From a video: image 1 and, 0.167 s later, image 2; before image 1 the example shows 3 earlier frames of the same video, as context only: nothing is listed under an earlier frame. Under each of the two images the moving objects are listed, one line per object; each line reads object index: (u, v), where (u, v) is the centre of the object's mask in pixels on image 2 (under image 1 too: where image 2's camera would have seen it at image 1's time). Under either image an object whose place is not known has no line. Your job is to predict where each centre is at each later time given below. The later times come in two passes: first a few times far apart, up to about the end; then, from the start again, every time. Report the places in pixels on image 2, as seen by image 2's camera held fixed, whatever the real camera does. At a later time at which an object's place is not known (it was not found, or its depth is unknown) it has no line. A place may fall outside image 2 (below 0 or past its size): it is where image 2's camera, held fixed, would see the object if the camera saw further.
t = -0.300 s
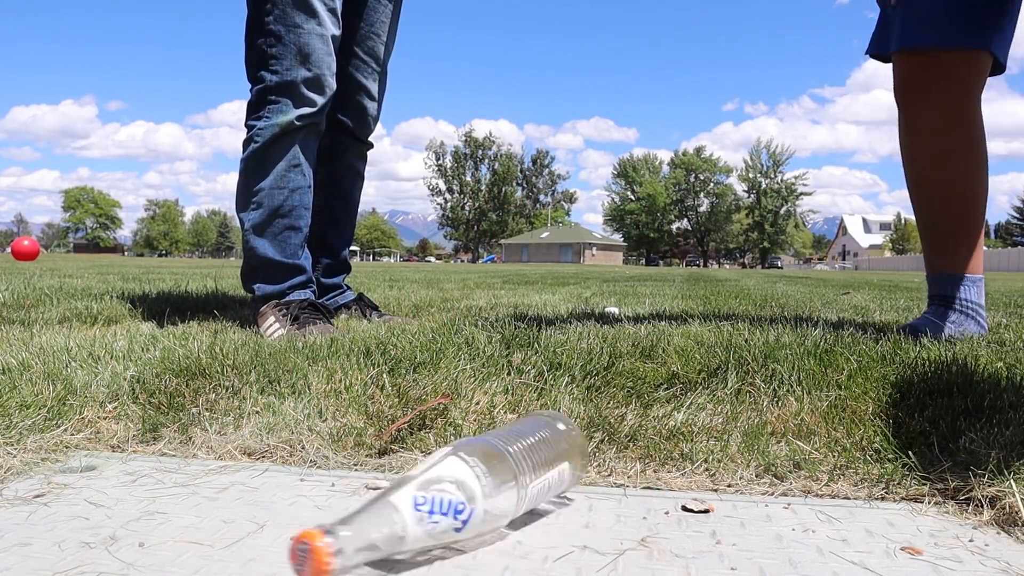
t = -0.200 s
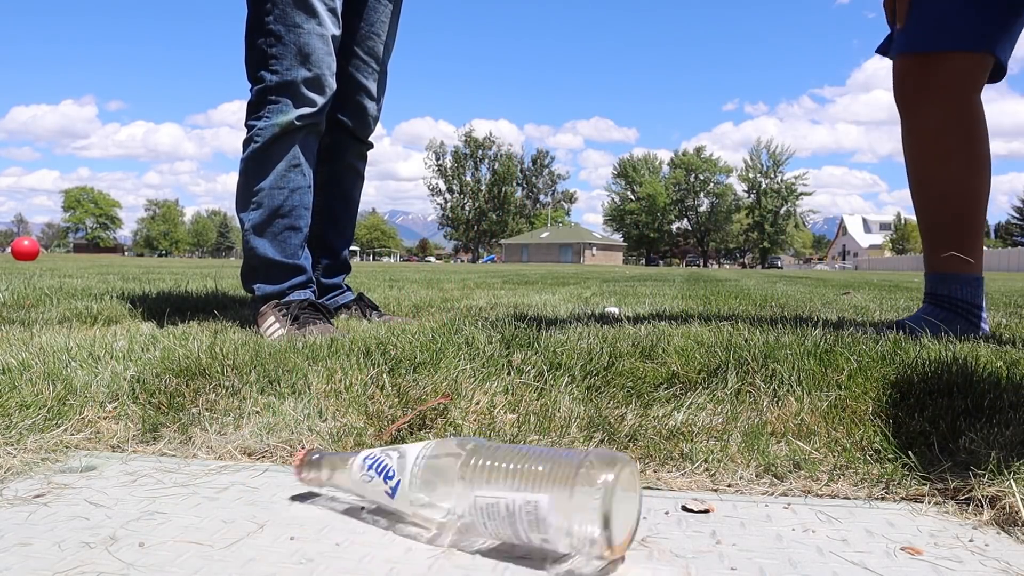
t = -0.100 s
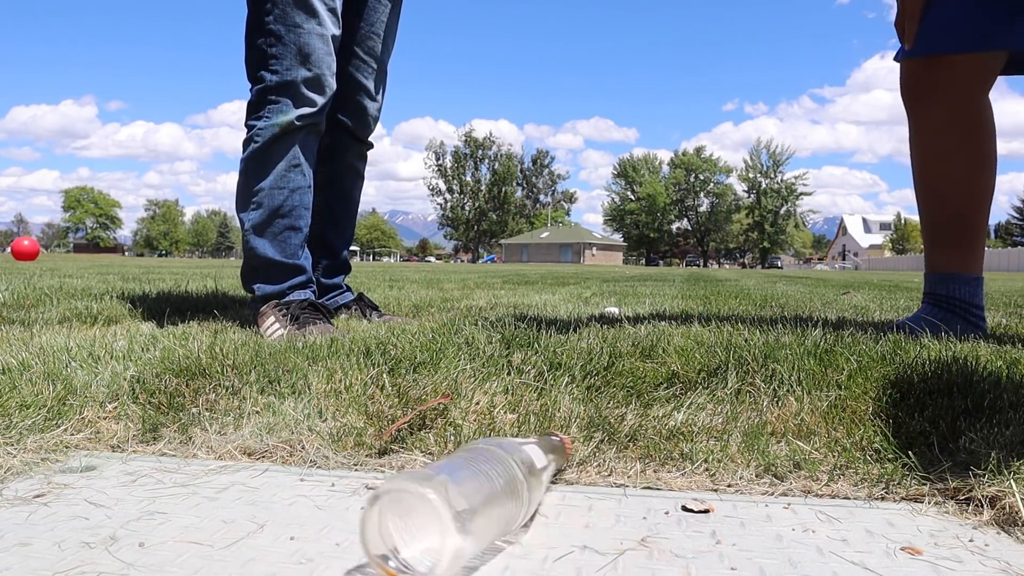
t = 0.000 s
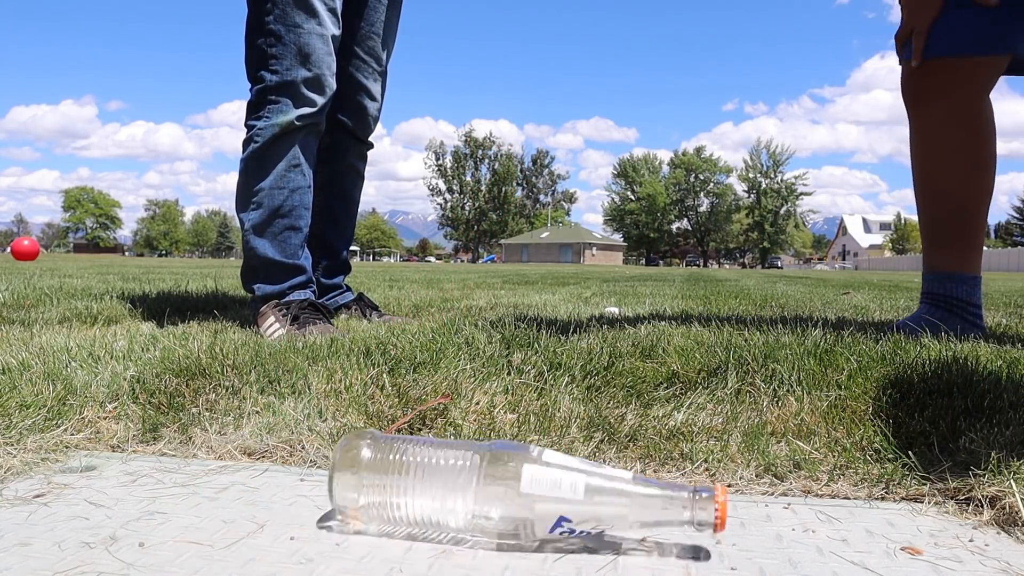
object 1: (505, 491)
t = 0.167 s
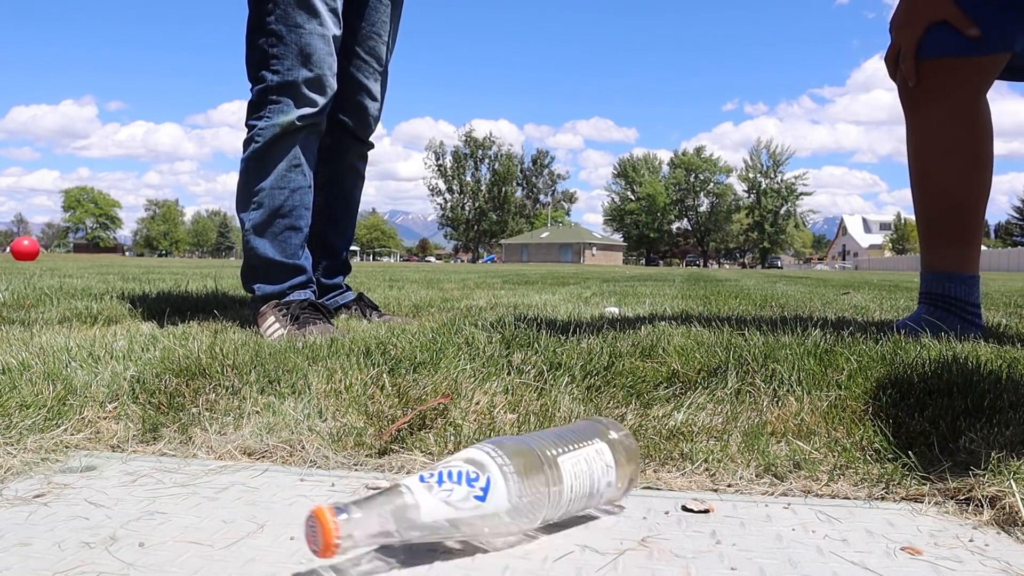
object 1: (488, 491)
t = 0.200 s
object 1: (504, 487)
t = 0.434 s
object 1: (490, 491)
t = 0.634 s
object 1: (529, 495)
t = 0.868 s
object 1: (508, 491)
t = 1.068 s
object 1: (502, 513)
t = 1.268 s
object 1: (505, 490)
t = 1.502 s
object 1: (497, 493)
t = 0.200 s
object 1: (504, 487)
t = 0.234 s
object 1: (521, 488)
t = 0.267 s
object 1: (538, 489)
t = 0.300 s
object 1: (551, 494)
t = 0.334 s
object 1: (546, 500)
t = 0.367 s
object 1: (516, 508)
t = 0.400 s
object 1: (494, 499)
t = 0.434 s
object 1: (490, 491)
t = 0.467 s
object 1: (497, 486)
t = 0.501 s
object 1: (506, 489)
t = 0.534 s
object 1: (514, 488)
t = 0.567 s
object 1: (527, 487)
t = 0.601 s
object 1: (534, 492)
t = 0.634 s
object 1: (529, 495)
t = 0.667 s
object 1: (515, 493)
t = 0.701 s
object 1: (503, 493)
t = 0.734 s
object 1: (490, 495)
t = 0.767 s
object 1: (482, 493)
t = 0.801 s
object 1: (486, 490)
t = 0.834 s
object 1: (497, 489)
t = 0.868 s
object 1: (508, 491)
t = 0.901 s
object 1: (516, 494)
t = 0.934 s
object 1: (530, 498)
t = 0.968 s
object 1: (537, 502)
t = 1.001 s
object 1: (537, 506)
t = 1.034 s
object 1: (525, 510)
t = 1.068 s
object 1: (502, 513)
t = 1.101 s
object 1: (484, 509)
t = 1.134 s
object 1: (476, 505)
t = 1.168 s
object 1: (476, 500)
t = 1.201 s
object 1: (485, 497)
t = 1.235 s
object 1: (498, 494)
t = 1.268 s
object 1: (505, 490)
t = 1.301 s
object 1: (512, 492)
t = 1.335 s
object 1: (519, 493)
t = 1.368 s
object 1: (523, 496)
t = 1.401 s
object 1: (518, 498)
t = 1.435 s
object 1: (510, 496)
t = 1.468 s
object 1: (502, 494)
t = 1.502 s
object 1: (497, 493)
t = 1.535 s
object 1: (493, 494)
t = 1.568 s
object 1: (488, 497)
